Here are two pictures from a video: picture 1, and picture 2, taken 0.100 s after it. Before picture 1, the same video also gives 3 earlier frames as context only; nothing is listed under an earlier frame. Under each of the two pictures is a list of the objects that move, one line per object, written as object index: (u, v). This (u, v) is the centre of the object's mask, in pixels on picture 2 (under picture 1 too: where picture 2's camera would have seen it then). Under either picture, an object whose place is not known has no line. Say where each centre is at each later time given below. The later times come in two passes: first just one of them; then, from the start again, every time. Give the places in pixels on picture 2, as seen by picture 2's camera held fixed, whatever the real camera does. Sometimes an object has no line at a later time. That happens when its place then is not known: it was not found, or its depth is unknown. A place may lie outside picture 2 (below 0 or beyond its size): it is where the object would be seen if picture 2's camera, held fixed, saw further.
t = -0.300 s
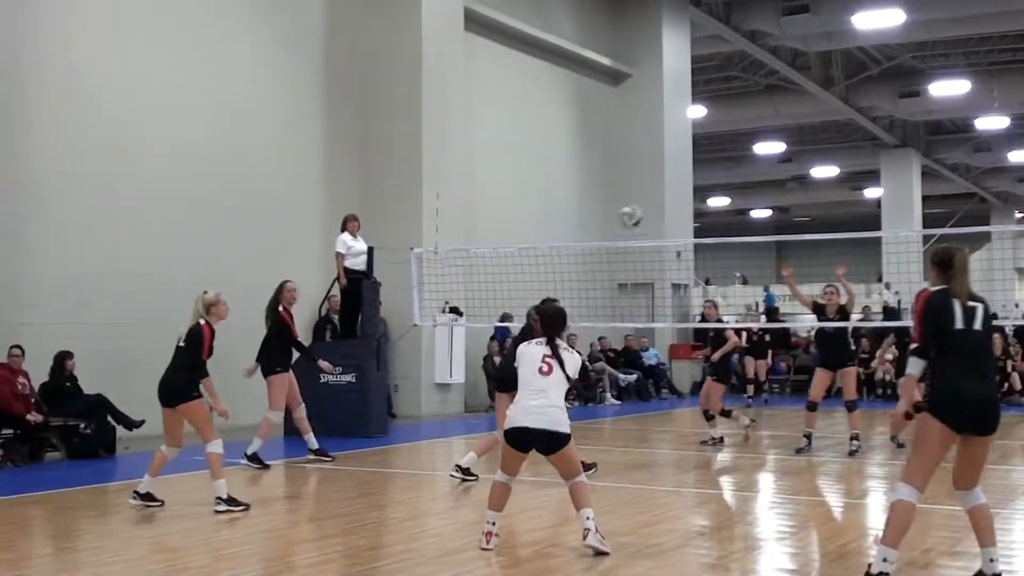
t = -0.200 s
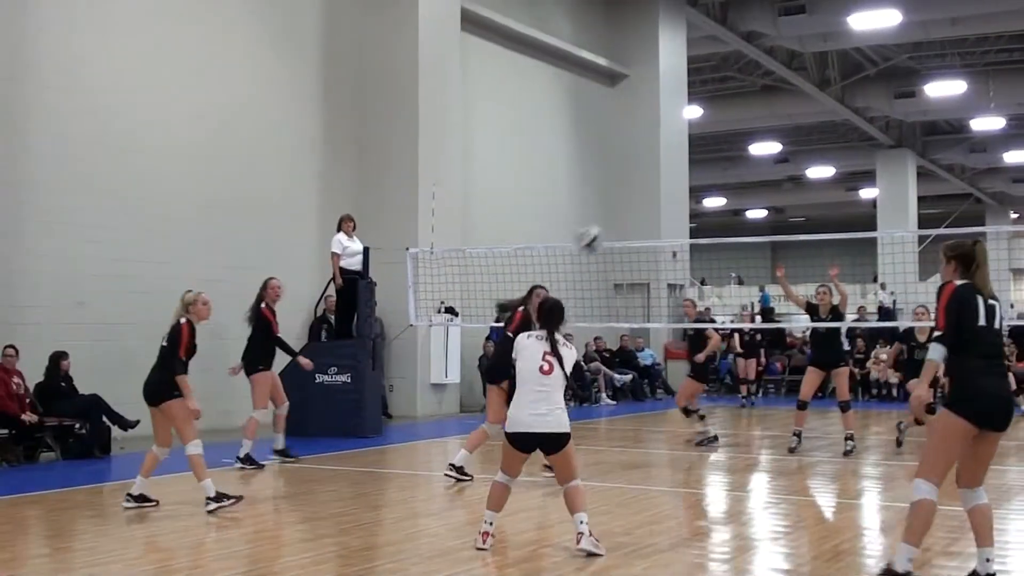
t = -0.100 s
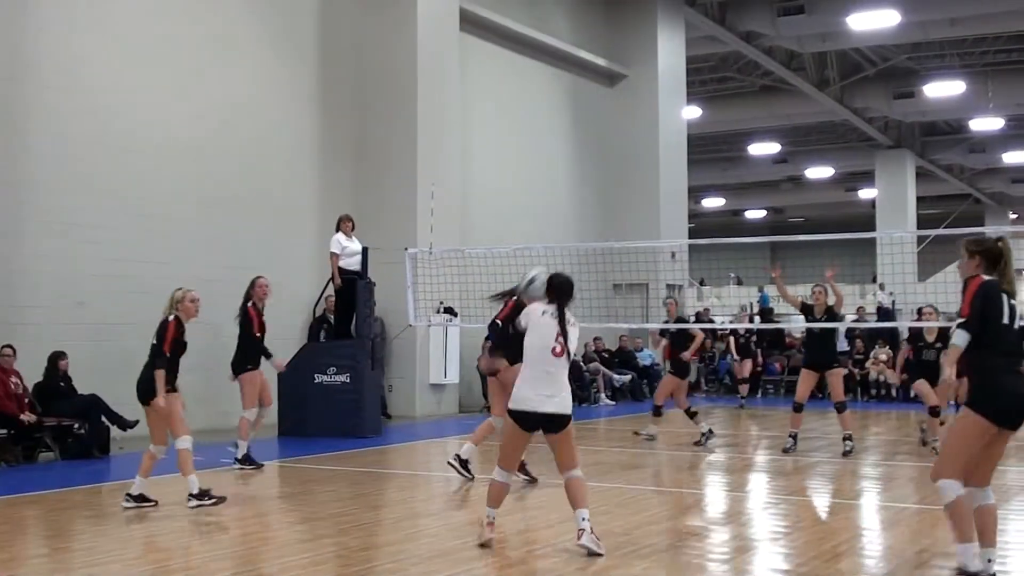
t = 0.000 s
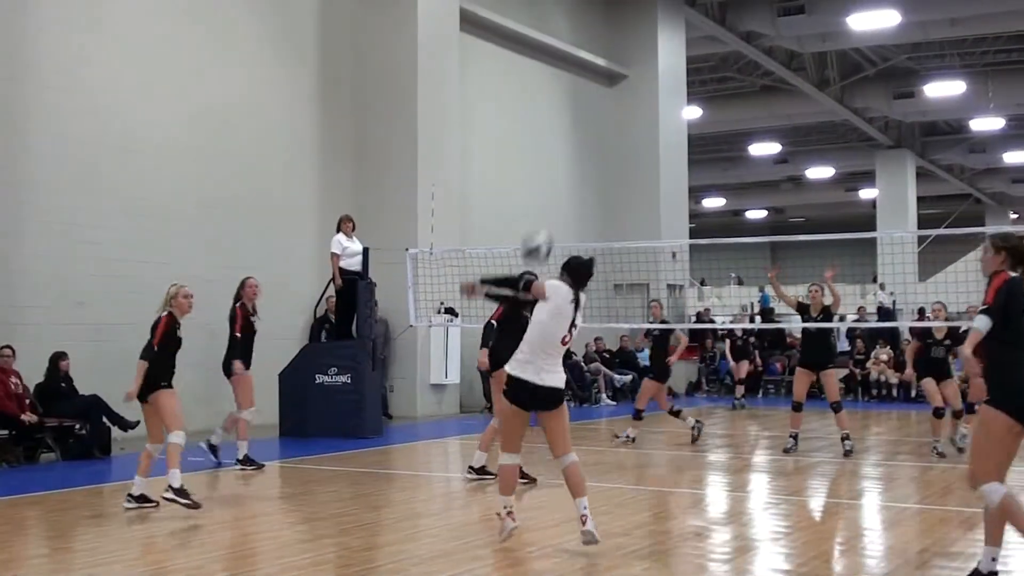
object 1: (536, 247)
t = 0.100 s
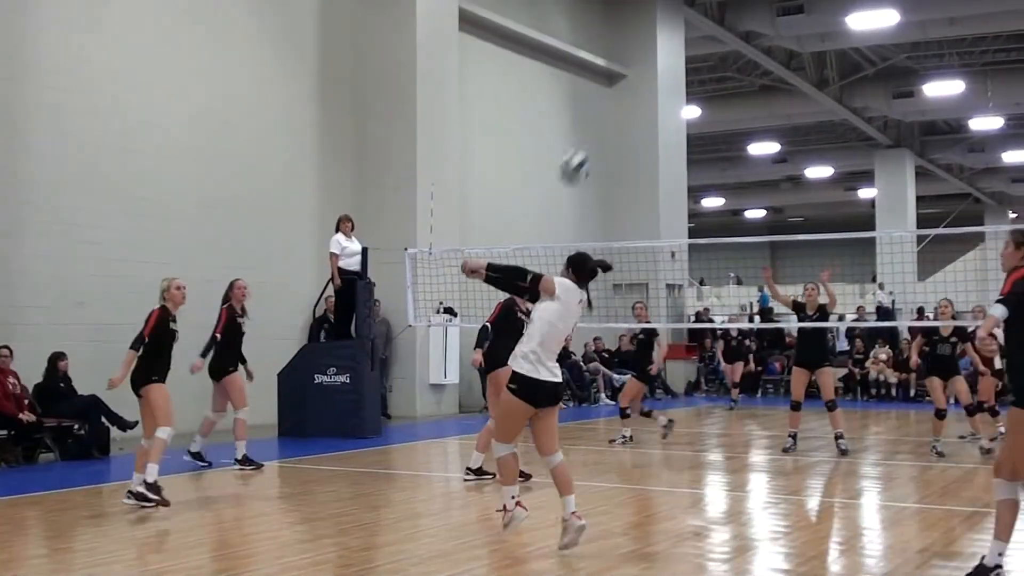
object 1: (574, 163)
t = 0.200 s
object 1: (610, 109)
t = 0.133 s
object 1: (587, 143)
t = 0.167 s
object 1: (598, 125)
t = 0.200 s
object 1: (610, 109)
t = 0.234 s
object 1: (620, 95)
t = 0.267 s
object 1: (630, 85)
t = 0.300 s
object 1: (640, 74)
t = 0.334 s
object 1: (648, 66)
